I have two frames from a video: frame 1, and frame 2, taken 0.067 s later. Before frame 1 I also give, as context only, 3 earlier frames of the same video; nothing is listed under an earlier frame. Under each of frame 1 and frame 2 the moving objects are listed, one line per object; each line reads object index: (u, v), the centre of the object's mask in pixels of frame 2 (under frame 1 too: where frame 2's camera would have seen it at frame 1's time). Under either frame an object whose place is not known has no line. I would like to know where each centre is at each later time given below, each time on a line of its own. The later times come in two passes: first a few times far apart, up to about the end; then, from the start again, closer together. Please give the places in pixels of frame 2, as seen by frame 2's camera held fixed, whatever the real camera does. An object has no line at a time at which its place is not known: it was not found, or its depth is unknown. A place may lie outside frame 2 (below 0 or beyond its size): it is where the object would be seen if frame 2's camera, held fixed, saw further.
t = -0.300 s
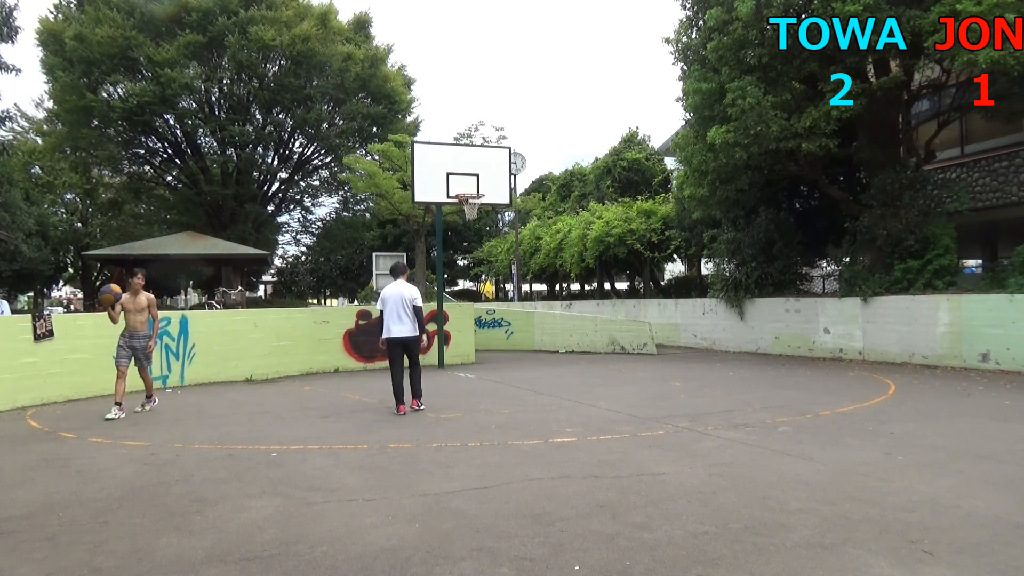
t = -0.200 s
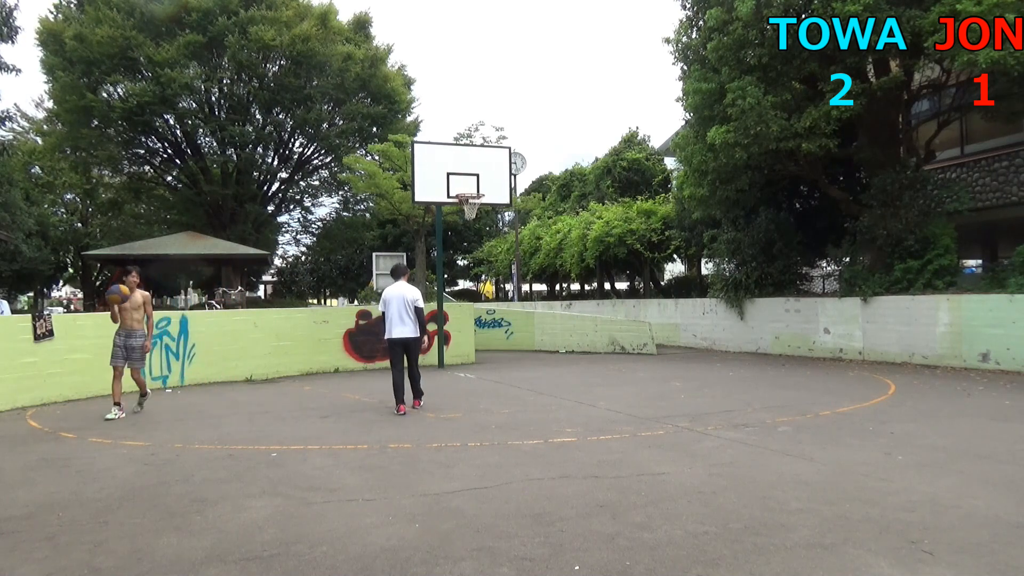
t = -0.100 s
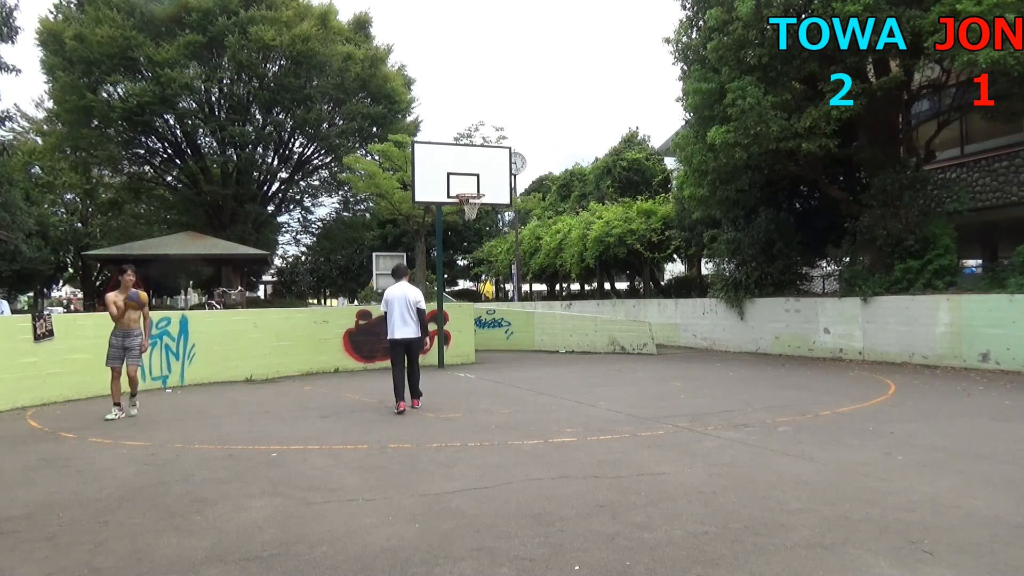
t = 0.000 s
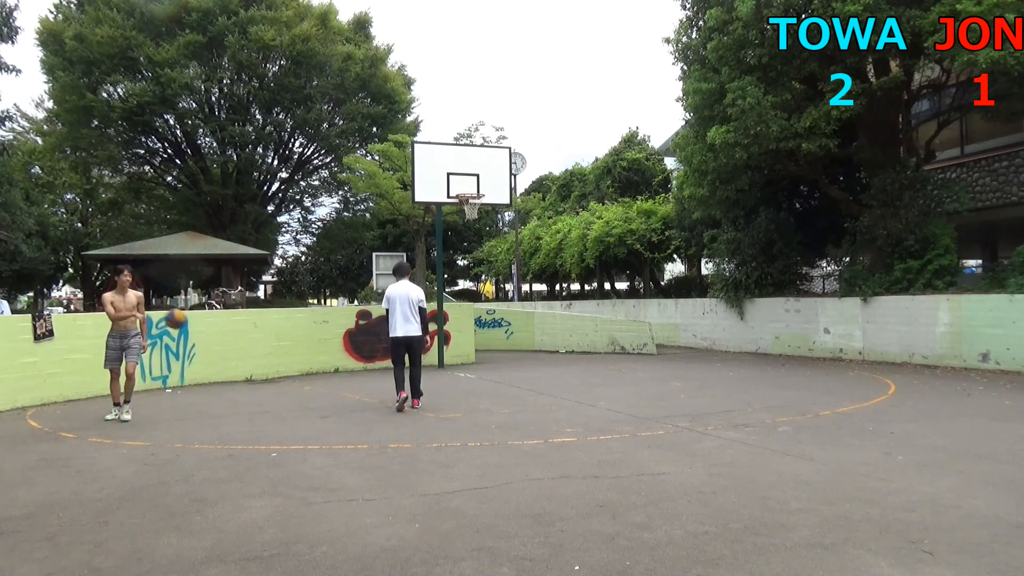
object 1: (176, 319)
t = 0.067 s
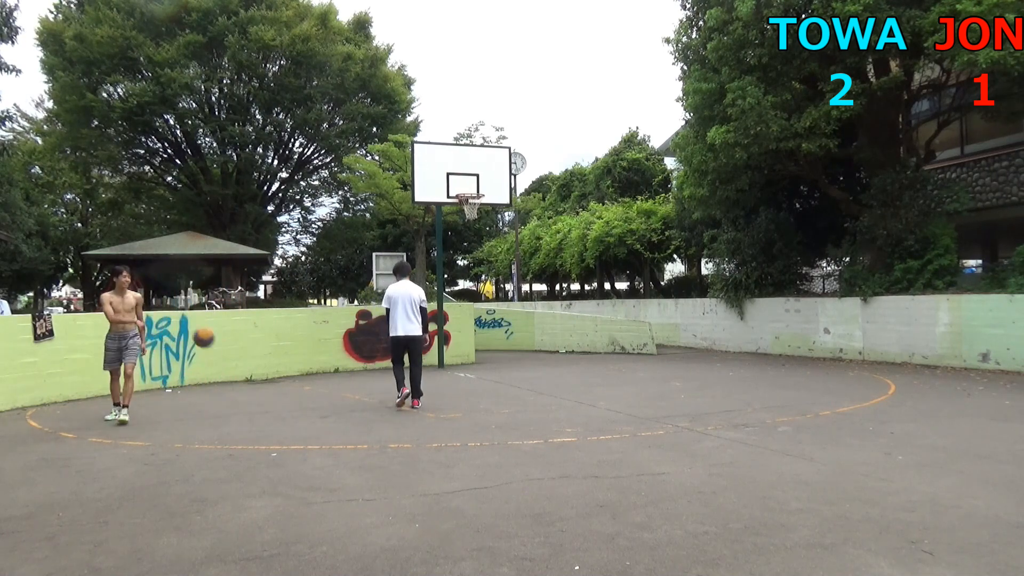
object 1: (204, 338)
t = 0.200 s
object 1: (258, 385)
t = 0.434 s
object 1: (312, 344)
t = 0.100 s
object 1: (217, 348)
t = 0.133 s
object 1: (231, 360)
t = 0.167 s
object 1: (245, 372)
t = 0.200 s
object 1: (258, 385)
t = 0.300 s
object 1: (287, 385)
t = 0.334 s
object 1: (293, 373)
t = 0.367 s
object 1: (299, 363)
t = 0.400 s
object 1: (305, 352)
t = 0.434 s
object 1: (312, 344)
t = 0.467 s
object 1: (318, 336)
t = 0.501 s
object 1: (324, 329)
